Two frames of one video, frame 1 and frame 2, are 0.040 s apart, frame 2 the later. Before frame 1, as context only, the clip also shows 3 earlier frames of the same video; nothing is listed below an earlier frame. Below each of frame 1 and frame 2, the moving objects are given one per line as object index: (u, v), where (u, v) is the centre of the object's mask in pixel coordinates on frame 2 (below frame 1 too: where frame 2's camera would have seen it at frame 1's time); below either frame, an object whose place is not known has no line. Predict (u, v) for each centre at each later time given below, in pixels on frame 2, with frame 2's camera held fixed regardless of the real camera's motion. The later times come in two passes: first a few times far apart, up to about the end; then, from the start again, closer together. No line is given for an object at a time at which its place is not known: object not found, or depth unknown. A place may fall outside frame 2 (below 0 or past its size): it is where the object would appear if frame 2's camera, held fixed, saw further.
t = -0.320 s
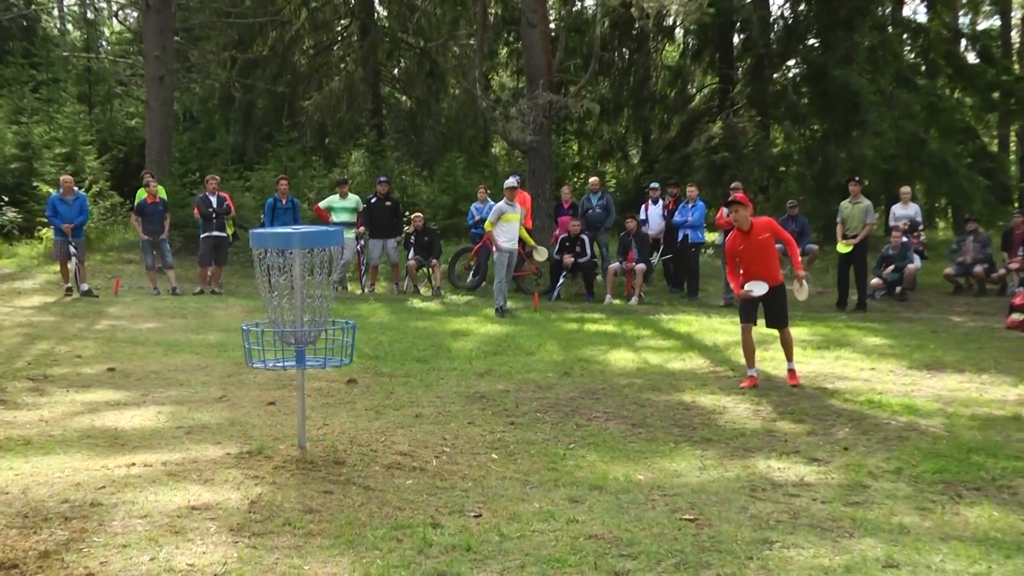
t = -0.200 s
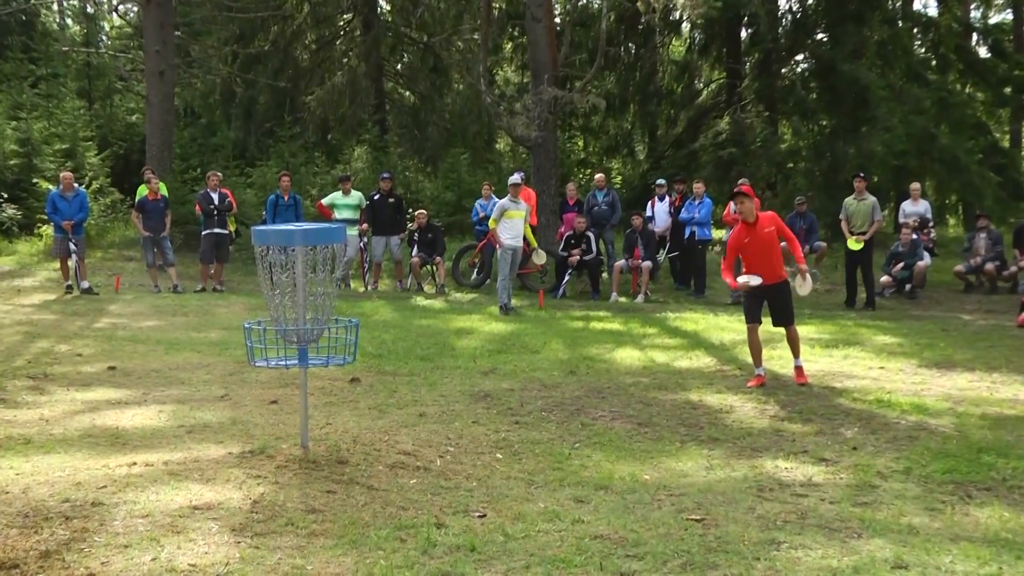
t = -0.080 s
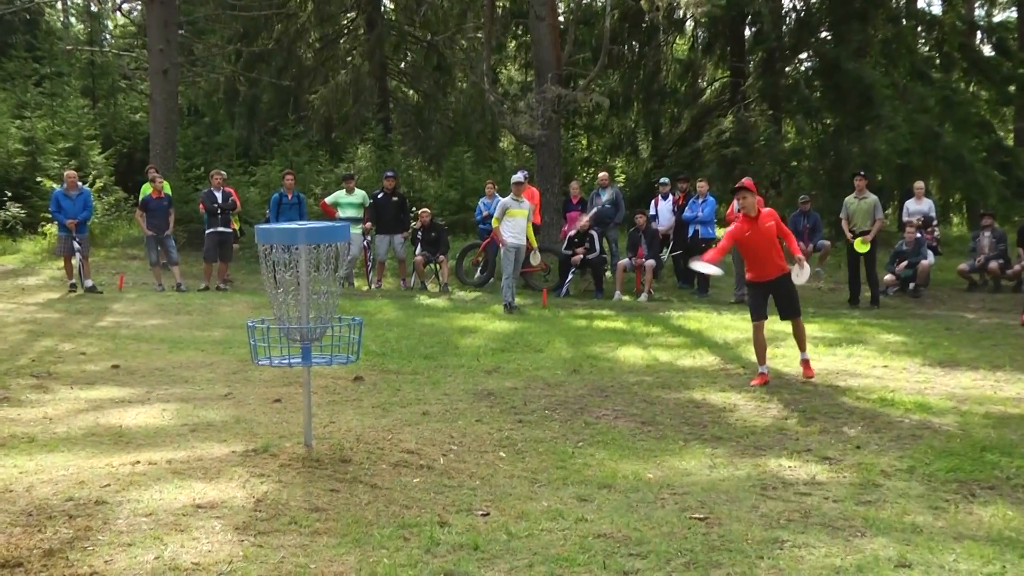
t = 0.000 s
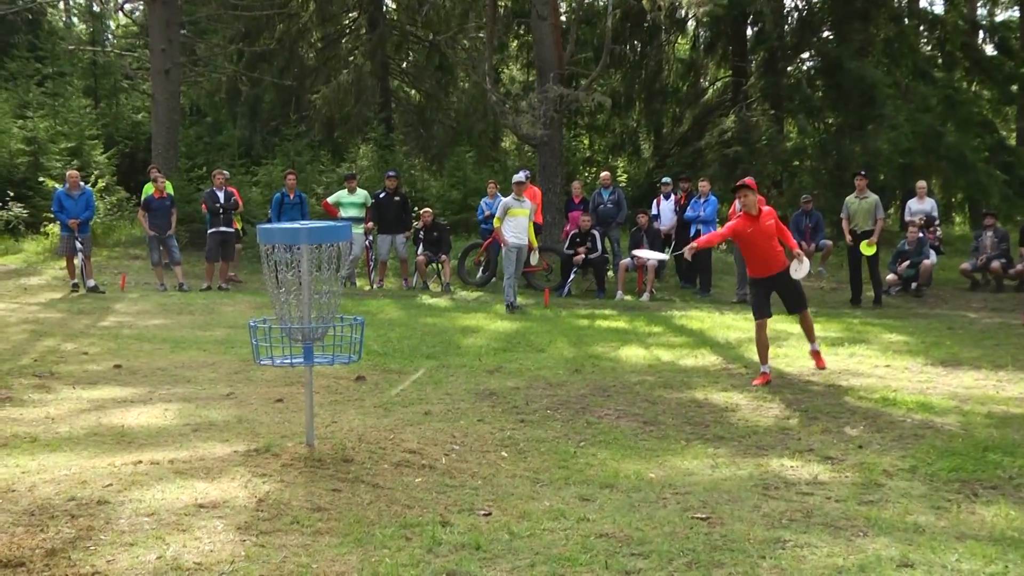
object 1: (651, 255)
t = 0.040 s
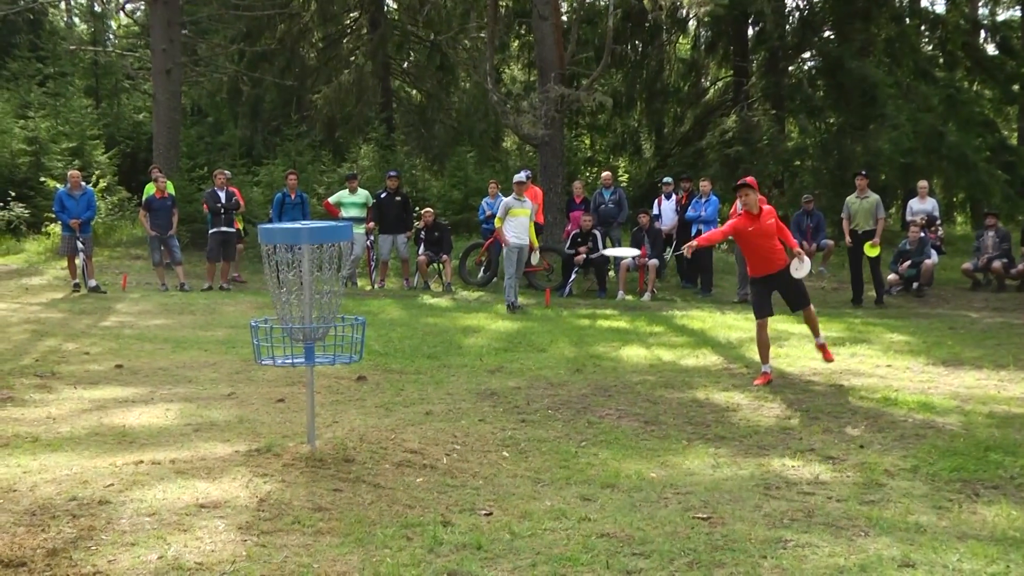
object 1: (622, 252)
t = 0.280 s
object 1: (399, 299)
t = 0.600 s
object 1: (460, 324)
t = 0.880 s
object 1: (541, 422)
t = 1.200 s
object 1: (590, 434)
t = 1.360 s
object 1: (601, 439)
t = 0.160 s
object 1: (520, 261)
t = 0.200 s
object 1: (481, 271)
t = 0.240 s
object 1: (443, 283)
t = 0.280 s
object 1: (399, 299)
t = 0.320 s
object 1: (358, 314)
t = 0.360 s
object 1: (368, 314)
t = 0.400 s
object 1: (381, 311)
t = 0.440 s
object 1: (400, 310)
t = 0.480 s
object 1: (417, 310)
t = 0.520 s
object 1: (429, 312)
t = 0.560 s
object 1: (445, 317)
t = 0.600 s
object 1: (460, 324)
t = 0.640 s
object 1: (471, 331)
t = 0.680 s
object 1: (486, 342)
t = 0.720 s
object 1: (498, 356)
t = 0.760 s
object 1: (510, 369)
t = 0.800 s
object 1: (521, 384)
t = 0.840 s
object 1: (531, 402)
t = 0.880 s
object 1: (541, 422)
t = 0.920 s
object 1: (552, 442)
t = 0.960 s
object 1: (557, 441)
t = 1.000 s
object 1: (562, 436)
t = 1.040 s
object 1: (569, 434)
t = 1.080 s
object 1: (575, 434)
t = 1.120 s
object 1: (580, 434)
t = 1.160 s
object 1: (585, 433)
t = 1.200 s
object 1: (590, 434)
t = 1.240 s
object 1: (595, 438)
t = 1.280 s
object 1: (599, 442)
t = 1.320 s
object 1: (601, 441)
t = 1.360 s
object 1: (601, 439)
